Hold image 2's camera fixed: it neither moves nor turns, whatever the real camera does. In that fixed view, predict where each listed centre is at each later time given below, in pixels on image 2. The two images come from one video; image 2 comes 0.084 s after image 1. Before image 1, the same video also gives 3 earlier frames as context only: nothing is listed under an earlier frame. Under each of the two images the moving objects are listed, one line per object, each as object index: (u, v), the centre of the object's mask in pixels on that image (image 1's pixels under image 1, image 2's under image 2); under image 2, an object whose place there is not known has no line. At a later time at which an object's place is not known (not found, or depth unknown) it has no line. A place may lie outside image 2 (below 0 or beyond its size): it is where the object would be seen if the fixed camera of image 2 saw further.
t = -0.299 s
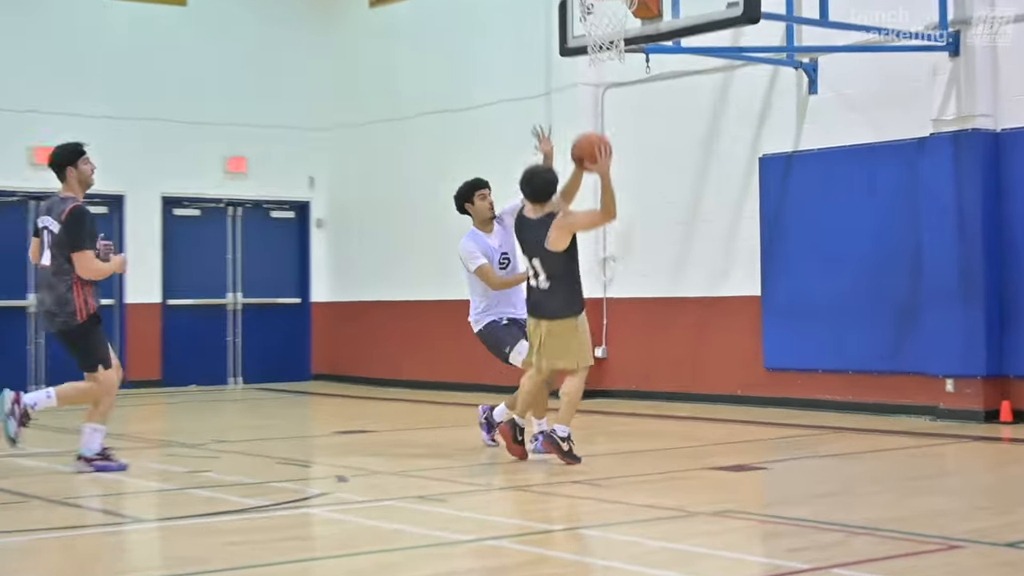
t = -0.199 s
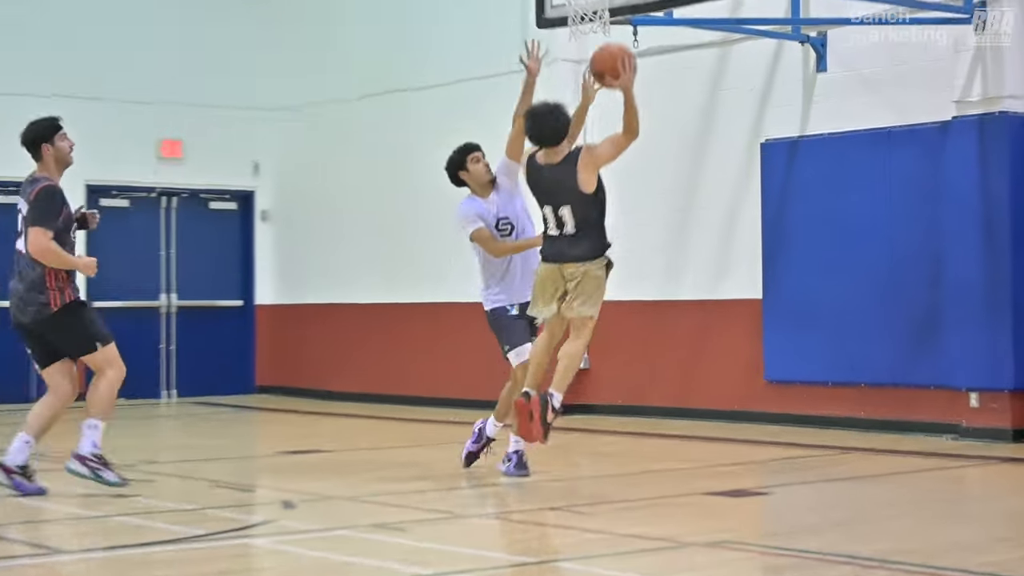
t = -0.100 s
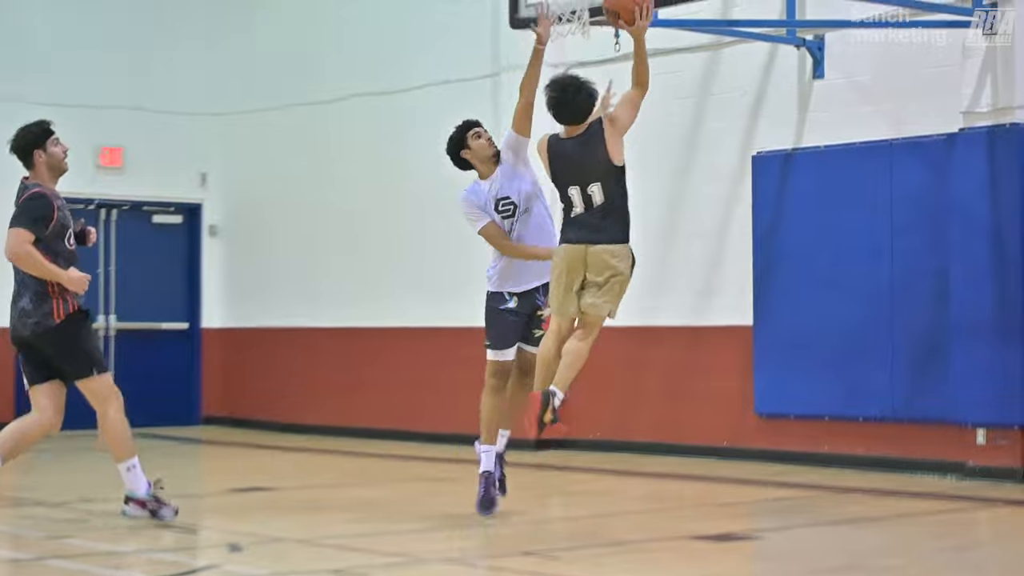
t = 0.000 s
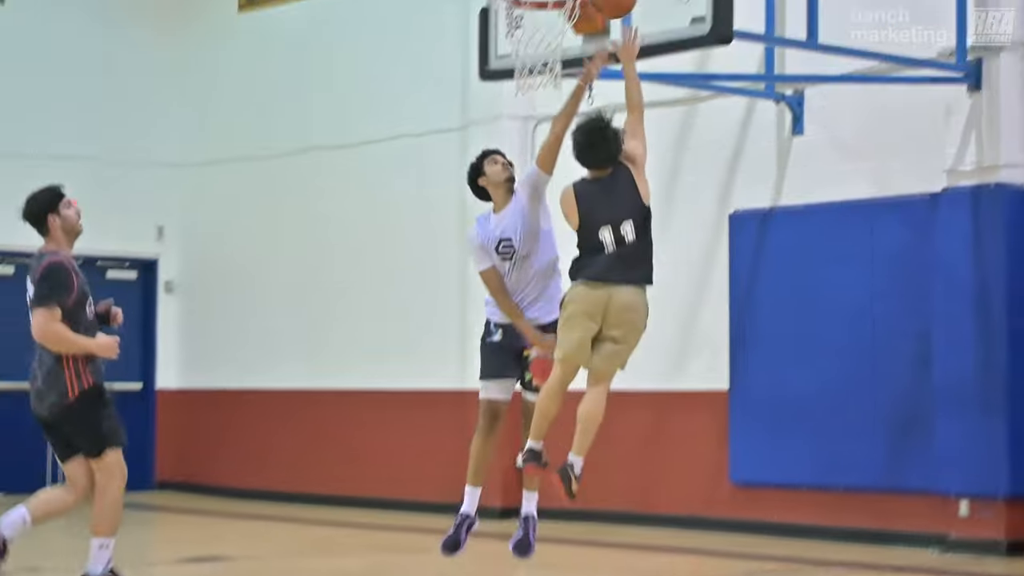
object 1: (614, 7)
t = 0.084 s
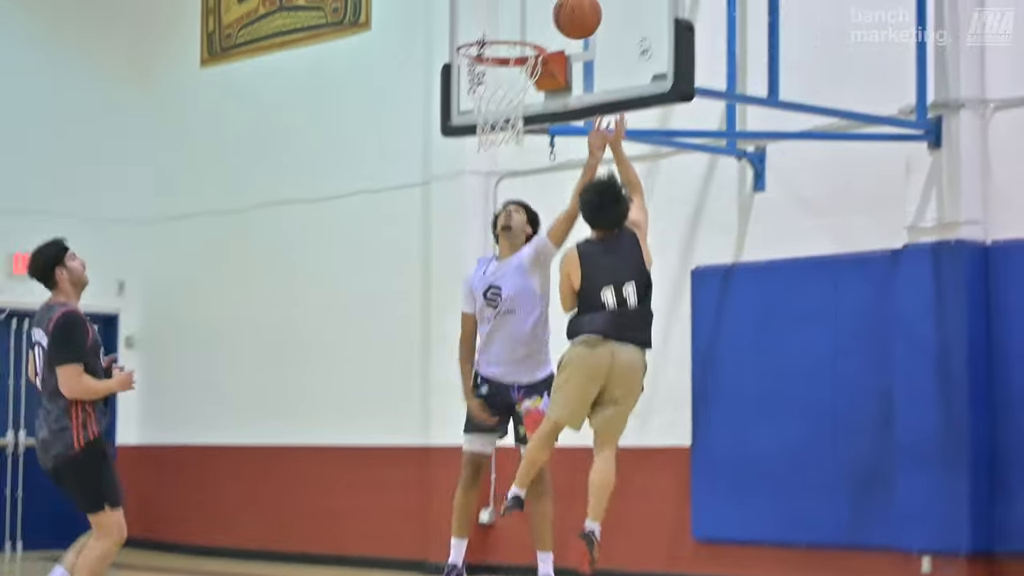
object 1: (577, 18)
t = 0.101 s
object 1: (578, 9)
